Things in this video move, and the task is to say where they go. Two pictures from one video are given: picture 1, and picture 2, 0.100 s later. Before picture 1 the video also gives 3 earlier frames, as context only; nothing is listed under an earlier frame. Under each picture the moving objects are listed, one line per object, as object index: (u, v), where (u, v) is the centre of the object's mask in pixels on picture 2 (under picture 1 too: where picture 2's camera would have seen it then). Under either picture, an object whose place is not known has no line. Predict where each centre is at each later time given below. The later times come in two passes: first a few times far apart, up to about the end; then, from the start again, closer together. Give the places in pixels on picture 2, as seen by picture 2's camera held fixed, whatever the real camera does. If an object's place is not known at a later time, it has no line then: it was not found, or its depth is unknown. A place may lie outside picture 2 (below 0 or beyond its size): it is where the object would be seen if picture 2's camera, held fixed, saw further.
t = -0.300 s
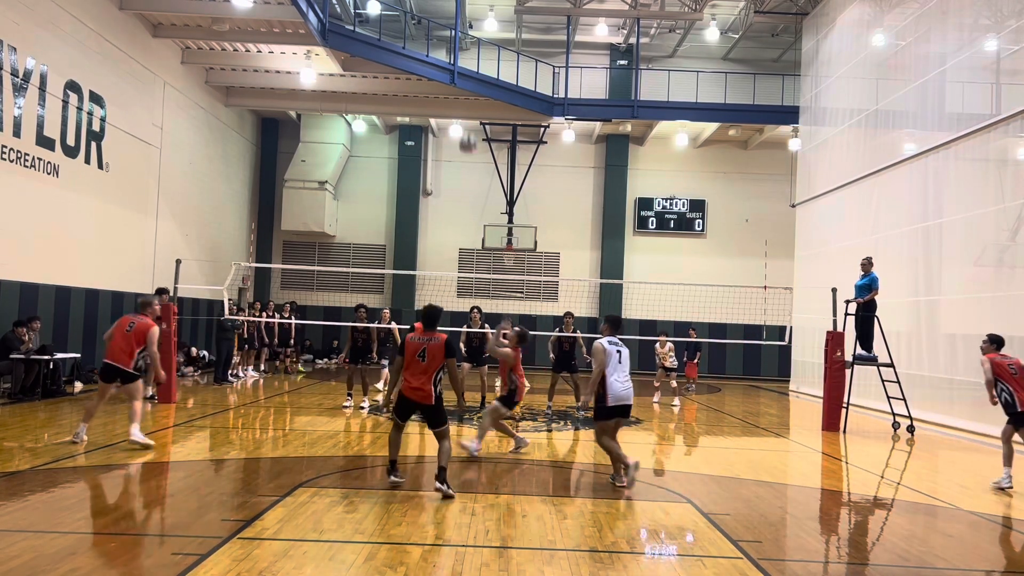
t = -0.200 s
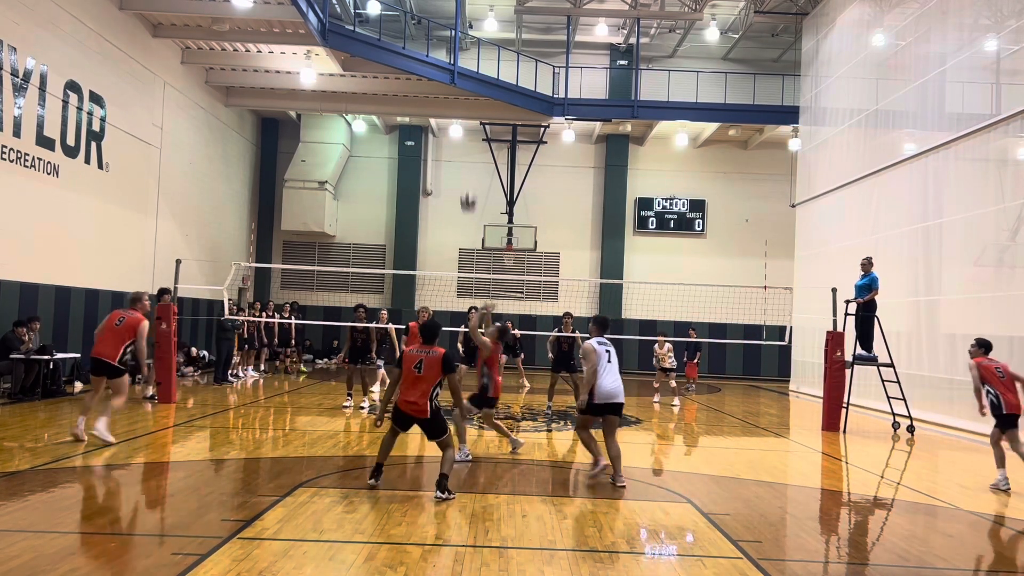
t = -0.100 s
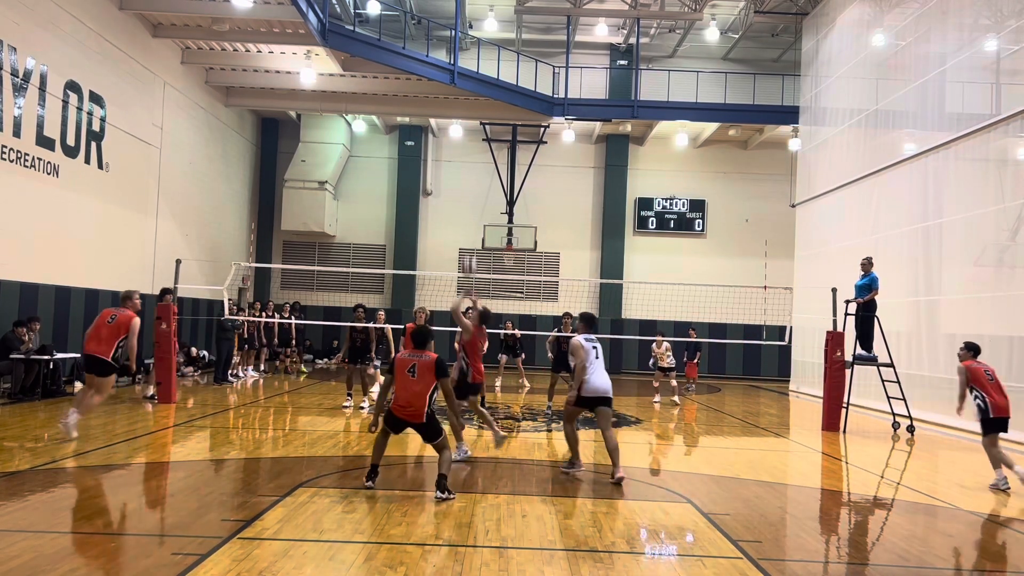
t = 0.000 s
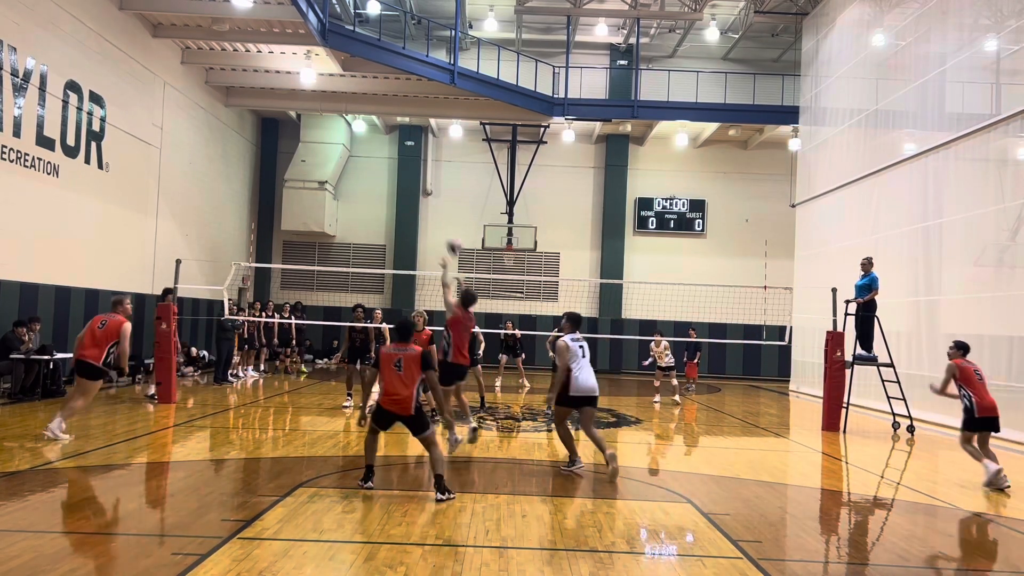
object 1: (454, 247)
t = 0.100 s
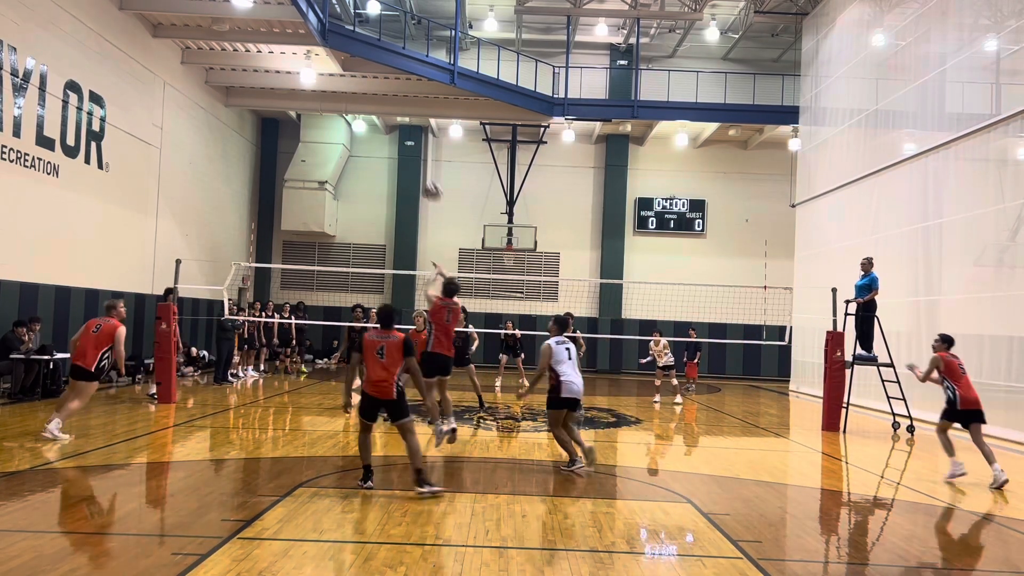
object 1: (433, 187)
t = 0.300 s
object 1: (393, 110)
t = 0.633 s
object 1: (334, 61)
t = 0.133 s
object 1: (426, 173)
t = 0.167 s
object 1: (419, 157)
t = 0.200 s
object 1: (413, 144)
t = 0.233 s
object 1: (406, 133)
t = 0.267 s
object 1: (399, 122)
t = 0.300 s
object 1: (393, 110)
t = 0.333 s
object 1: (387, 101)
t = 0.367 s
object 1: (381, 94)
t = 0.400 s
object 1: (374, 87)
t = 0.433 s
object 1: (368, 81)
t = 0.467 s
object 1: (363, 75)
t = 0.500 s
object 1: (357, 71)
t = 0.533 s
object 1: (350, 67)
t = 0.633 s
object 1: (334, 61)
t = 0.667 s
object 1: (328, 61)
